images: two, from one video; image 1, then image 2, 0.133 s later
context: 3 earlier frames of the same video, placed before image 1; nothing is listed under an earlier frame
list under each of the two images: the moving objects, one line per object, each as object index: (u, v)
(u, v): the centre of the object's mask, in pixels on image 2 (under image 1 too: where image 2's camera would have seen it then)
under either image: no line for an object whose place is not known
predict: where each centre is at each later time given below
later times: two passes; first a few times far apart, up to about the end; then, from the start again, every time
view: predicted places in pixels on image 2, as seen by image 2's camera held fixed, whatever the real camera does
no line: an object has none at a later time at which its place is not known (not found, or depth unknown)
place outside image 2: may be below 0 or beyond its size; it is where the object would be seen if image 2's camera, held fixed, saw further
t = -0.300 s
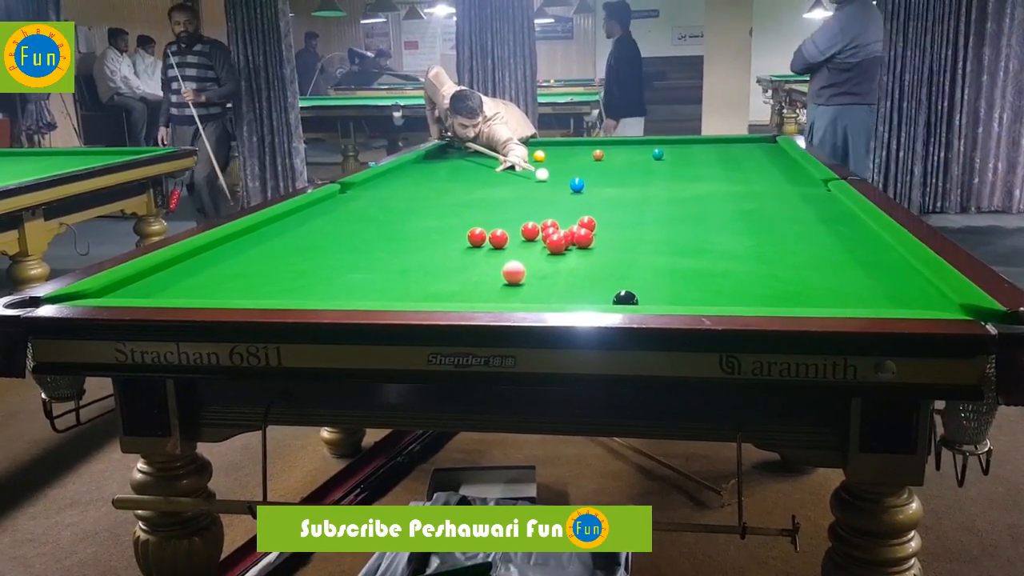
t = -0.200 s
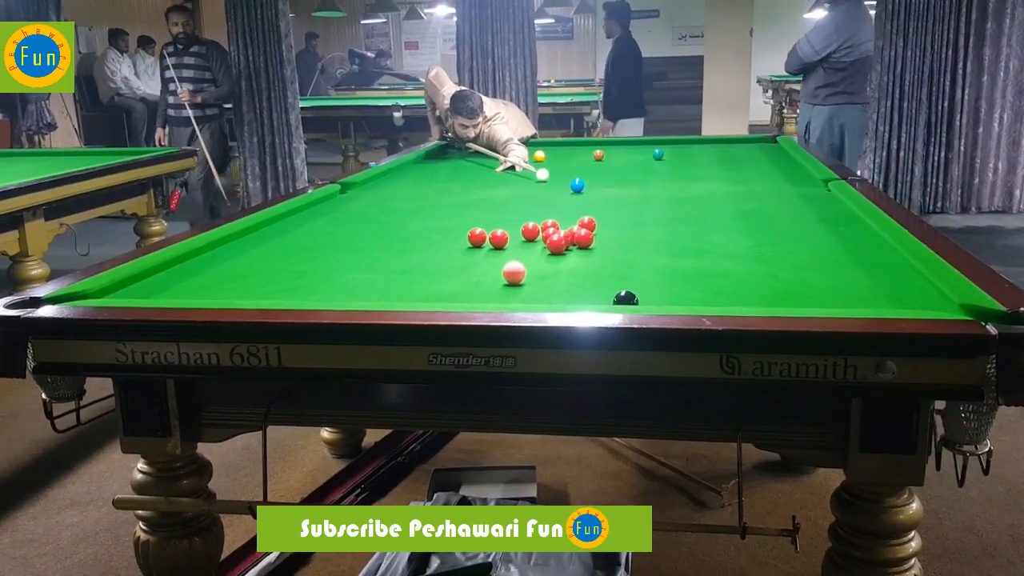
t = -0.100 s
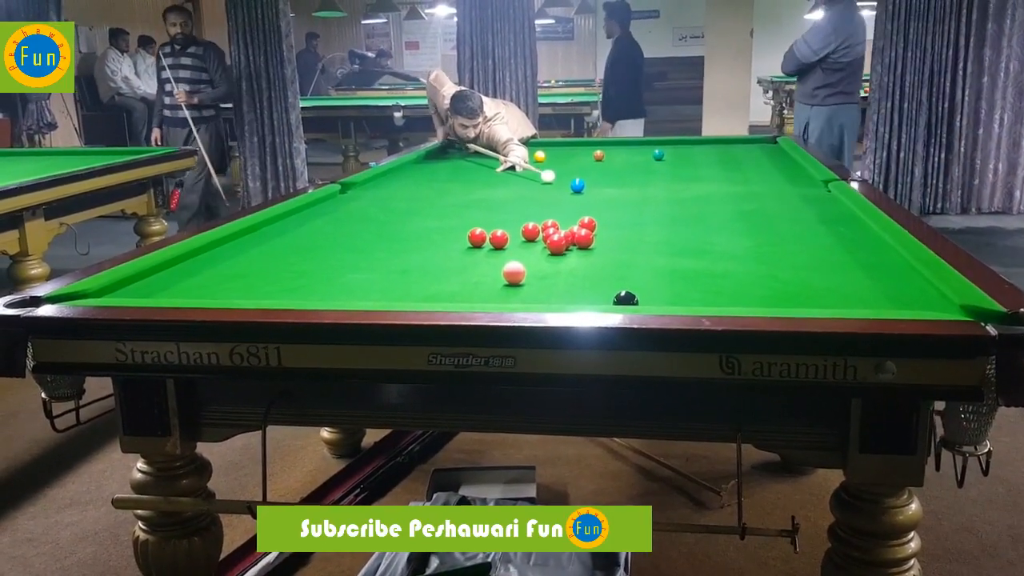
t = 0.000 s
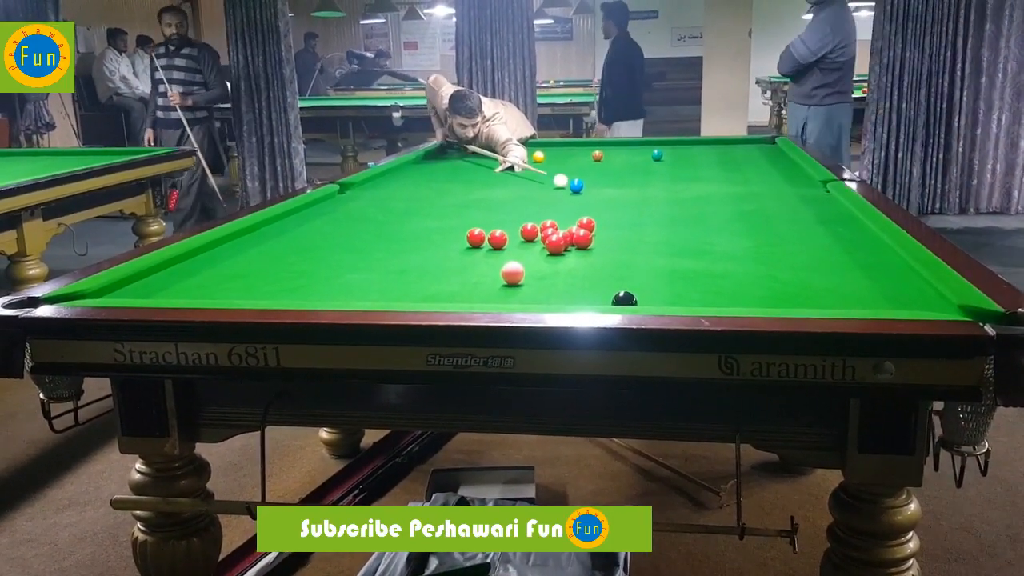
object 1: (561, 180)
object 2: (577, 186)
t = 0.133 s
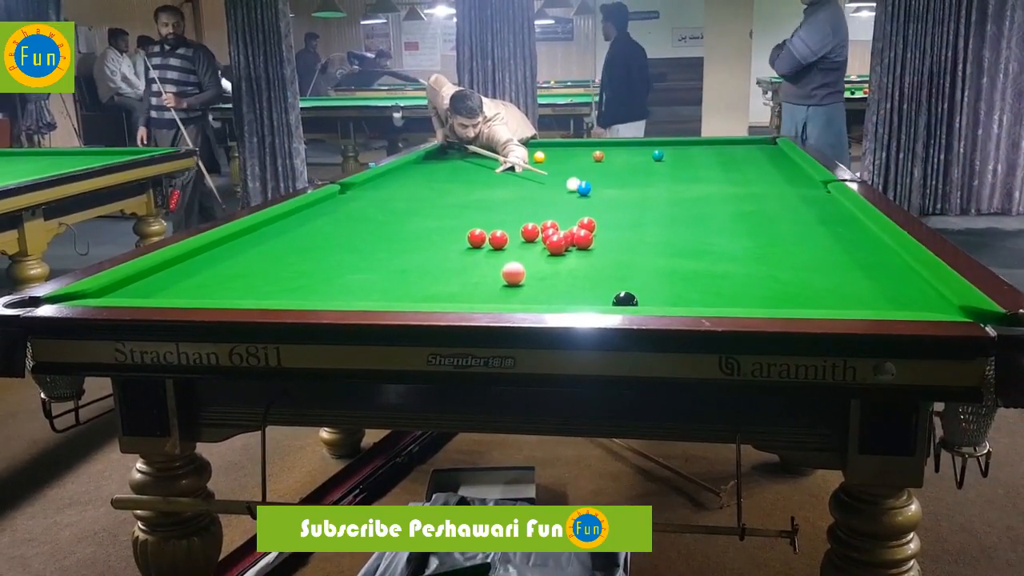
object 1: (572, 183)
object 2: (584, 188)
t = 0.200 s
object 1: (575, 184)
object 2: (591, 191)
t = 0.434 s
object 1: (586, 186)
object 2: (613, 198)
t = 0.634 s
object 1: (594, 188)
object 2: (632, 205)
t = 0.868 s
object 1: (603, 190)
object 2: (658, 213)
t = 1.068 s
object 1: (612, 191)
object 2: (681, 221)
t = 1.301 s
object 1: (620, 194)
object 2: (710, 231)
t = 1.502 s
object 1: (627, 195)
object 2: (737, 241)
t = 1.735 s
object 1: (635, 197)
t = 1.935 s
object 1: (640, 198)
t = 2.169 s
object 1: (646, 199)
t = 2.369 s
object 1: (651, 200)
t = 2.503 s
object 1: (654, 200)
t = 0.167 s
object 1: (574, 184)
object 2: (588, 189)
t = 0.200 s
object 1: (575, 184)
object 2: (591, 191)
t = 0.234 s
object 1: (577, 184)
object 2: (594, 192)
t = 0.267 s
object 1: (578, 185)
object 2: (597, 193)
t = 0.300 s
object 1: (580, 185)
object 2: (600, 194)
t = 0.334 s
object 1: (581, 185)
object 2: (603, 195)
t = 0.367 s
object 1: (583, 186)
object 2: (606, 196)
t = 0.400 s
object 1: (584, 186)
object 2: (609, 197)
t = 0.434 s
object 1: (586, 186)
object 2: (613, 198)
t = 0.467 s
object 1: (587, 186)
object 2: (616, 199)
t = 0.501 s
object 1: (589, 187)
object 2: (619, 200)
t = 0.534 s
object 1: (590, 187)
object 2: (622, 202)
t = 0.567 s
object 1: (592, 188)
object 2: (626, 203)
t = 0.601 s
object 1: (593, 188)
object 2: (629, 204)
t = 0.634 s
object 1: (594, 188)
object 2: (632, 205)
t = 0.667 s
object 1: (596, 188)
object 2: (636, 206)
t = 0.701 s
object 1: (597, 189)
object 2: (639, 207)
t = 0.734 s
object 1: (598, 189)
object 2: (642, 208)
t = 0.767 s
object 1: (600, 189)
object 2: (646, 209)
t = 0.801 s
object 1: (601, 189)
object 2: (650, 210)
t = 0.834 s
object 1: (602, 190)
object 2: (653, 212)
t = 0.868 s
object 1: (603, 190)
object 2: (658, 213)
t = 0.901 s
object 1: (605, 190)
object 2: (661, 214)
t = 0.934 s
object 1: (606, 190)
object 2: (665, 216)
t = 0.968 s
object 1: (607, 191)
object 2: (668, 217)
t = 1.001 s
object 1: (609, 191)
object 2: (673, 219)
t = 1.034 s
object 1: (610, 191)
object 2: (676, 220)
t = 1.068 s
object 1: (612, 191)
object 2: (681, 221)
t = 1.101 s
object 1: (613, 192)
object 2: (685, 223)
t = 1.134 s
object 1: (614, 192)
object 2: (689, 224)
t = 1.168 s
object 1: (616, 192)
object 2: (693, 225)
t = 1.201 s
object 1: (617, 193)
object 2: (697, 227)
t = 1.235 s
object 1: (618, 193)
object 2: (701, 228)
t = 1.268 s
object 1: (619, 193)
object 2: (706, 230)
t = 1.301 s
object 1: (620, 194)
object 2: (710, 231)
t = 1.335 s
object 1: (621, 194)
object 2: (714, 233)
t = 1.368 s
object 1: (623, 194)
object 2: (719, 234)
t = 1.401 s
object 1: (624, 194)
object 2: (723, 236)
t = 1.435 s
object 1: (625, 194)
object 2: (728, 237)
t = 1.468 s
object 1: (626, 195)
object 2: (733, 239)
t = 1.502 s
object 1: (627, 195)
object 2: (737, 241)
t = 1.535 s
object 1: (629, 195)
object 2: (742, 242)
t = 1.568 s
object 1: (630, 196)
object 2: (747, 244)
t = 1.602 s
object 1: (631, 196)
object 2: (752, 246)
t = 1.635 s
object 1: (632, 196)
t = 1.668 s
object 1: (633, 196)
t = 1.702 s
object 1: (634, 197)
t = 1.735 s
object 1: (635, 197)
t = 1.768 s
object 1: (636, 197)
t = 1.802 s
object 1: (637, 197)
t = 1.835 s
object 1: (638, 197)
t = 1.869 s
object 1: (639, 197)
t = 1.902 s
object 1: (639, 198)
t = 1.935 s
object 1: (640, 198)
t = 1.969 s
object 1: (641, 198)
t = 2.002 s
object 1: (642, 198)
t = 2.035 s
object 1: (643, 198)
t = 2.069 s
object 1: (644, 199)
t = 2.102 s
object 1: (645, 199)
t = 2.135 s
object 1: (646, 199)
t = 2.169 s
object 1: (646, 199)
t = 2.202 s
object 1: (647, 199)
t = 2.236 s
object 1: (648, 199)
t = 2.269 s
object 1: (649, 200)
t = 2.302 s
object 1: (650, 200)
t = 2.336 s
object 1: (651, 200)
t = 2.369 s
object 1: (651, 200)
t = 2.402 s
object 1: (652, 200)
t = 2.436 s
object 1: (653, 200)
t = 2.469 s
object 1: (653, 200)
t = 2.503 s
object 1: (654, 200)
